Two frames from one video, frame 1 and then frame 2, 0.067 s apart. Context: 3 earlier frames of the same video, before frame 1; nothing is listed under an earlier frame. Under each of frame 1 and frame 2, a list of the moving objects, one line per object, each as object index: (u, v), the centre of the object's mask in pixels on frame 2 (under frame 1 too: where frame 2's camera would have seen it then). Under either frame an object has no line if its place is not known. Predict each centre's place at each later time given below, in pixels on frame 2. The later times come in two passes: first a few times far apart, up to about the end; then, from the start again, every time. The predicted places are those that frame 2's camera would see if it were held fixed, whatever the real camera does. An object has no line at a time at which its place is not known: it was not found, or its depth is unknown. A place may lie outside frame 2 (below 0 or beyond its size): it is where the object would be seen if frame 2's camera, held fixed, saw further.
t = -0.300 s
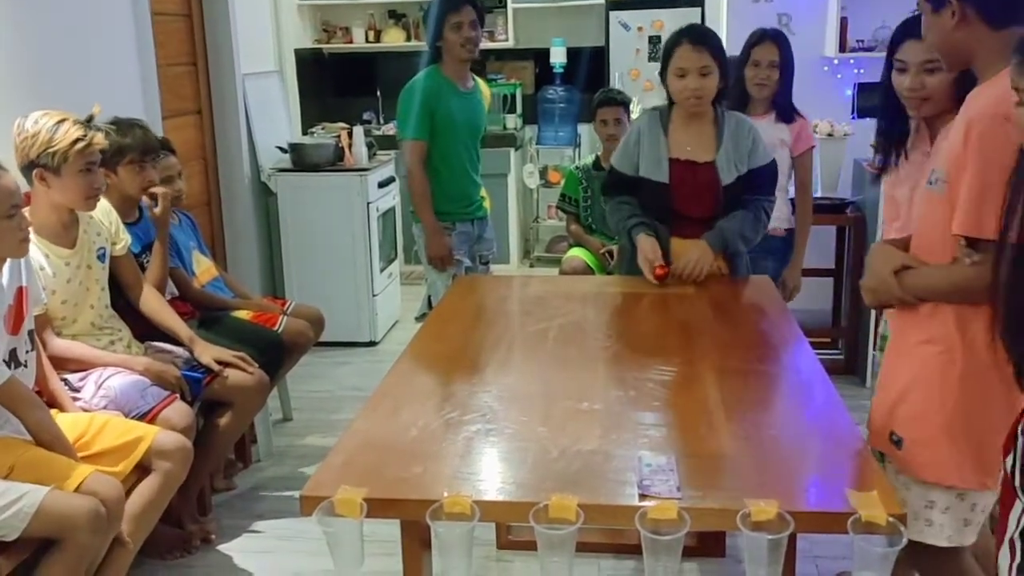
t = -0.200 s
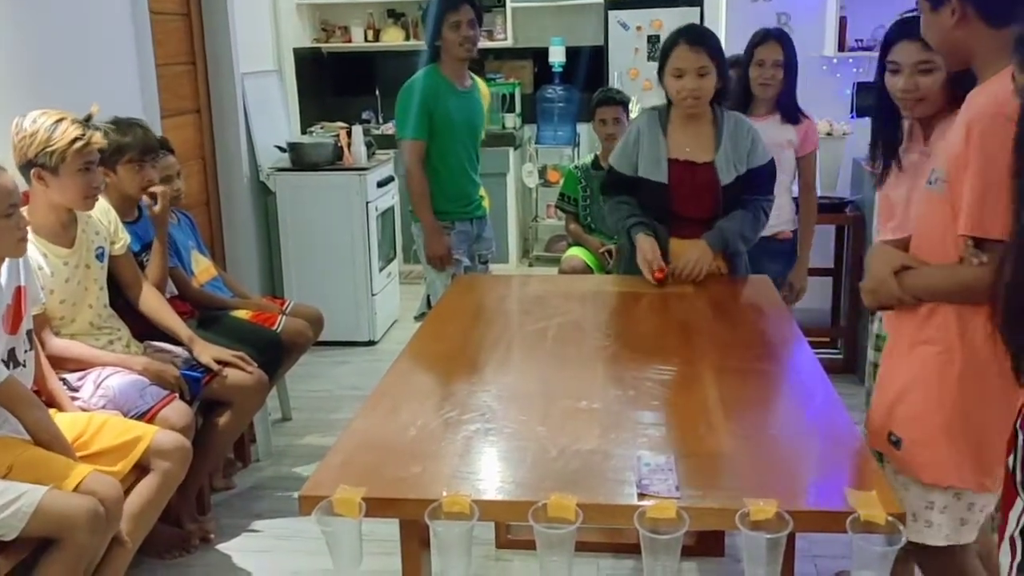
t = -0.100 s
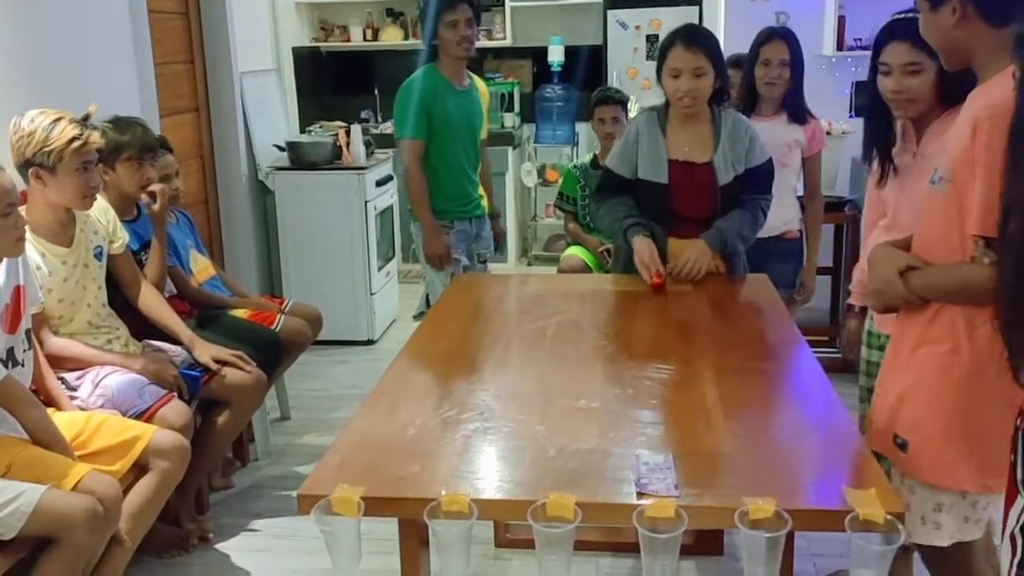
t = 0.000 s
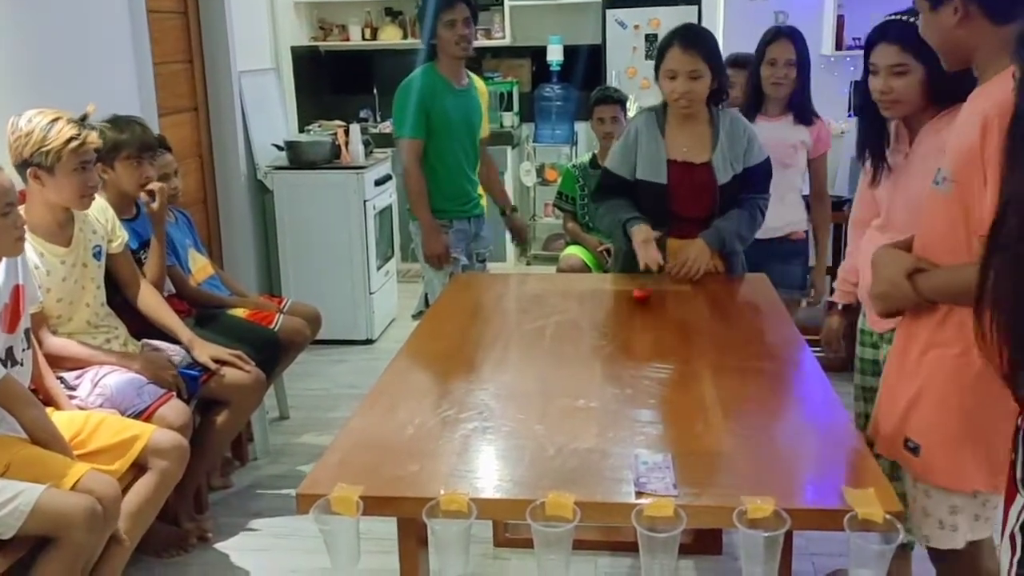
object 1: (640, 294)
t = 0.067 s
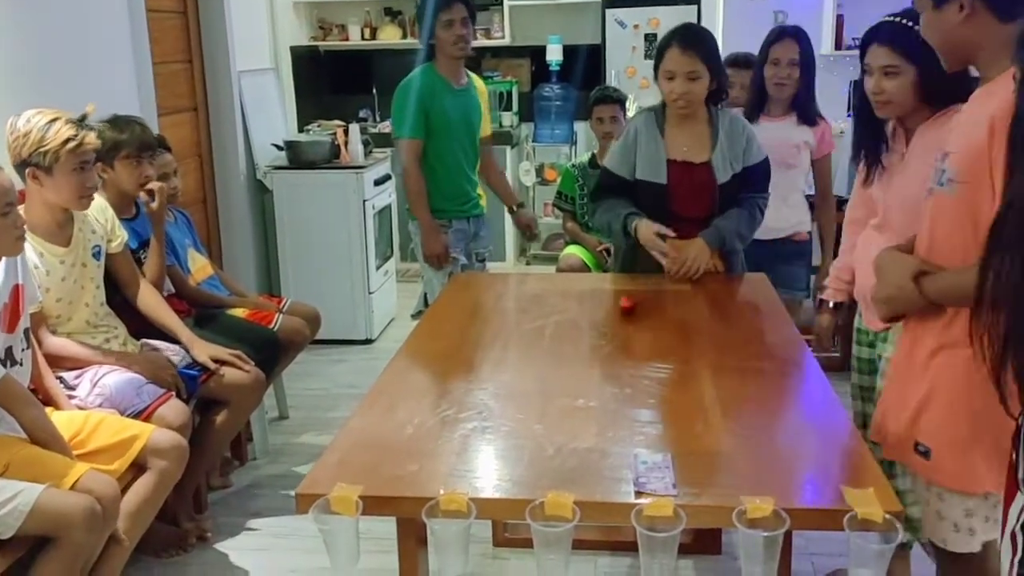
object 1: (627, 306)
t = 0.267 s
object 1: (591, 332)
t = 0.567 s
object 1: (527, 377)
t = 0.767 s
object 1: (472, 412)
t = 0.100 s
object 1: (620, 310)
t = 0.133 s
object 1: (613, 315)
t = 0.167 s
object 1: (608, 318)
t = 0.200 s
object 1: (601, 325)
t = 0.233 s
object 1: (596, 327)
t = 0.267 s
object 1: (591, 332)
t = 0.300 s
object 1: (585, 338)
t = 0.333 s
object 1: (578, 343)
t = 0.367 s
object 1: (571, 346)
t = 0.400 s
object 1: (565, 351)
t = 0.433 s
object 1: (558, 357)
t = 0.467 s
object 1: (550, 363)
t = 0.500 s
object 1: (543, 366)
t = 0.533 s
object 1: (536, 373)
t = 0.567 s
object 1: (527, 377)
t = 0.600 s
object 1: (519, 383)
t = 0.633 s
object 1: (509, 389)
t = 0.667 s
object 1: (501, 395)
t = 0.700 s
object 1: (492, 400)
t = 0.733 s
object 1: (482, 406)
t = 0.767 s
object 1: (472, 412)
